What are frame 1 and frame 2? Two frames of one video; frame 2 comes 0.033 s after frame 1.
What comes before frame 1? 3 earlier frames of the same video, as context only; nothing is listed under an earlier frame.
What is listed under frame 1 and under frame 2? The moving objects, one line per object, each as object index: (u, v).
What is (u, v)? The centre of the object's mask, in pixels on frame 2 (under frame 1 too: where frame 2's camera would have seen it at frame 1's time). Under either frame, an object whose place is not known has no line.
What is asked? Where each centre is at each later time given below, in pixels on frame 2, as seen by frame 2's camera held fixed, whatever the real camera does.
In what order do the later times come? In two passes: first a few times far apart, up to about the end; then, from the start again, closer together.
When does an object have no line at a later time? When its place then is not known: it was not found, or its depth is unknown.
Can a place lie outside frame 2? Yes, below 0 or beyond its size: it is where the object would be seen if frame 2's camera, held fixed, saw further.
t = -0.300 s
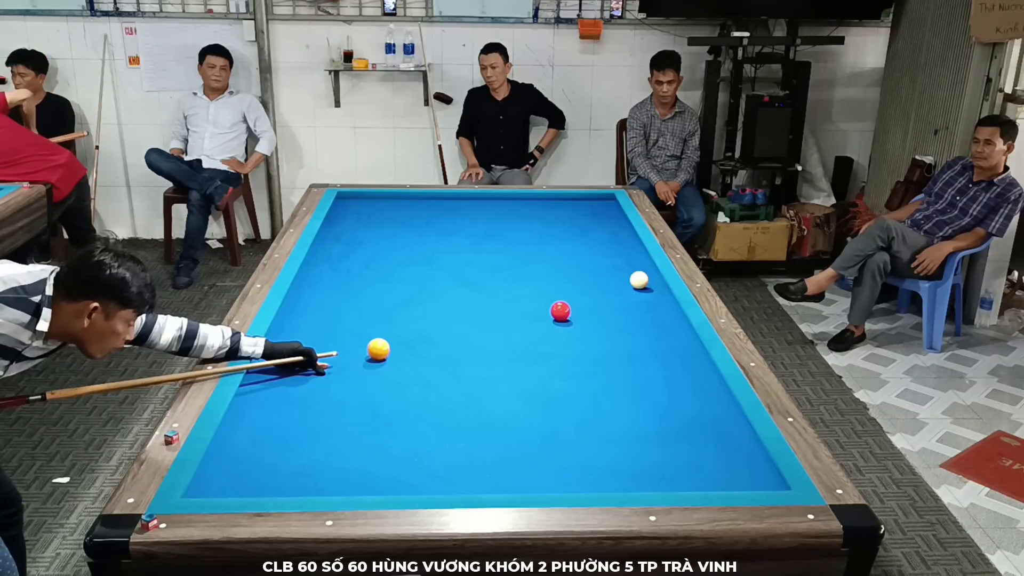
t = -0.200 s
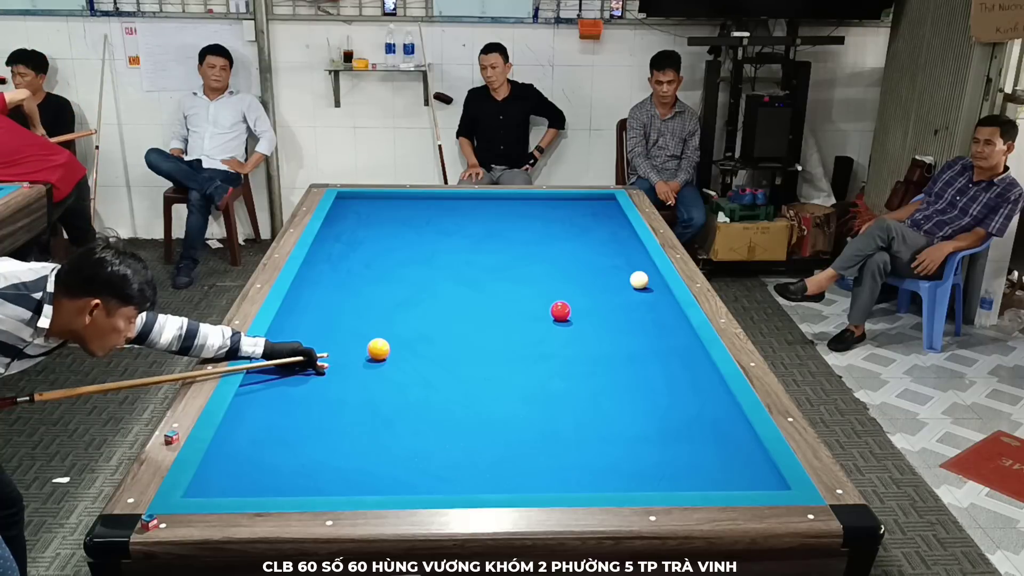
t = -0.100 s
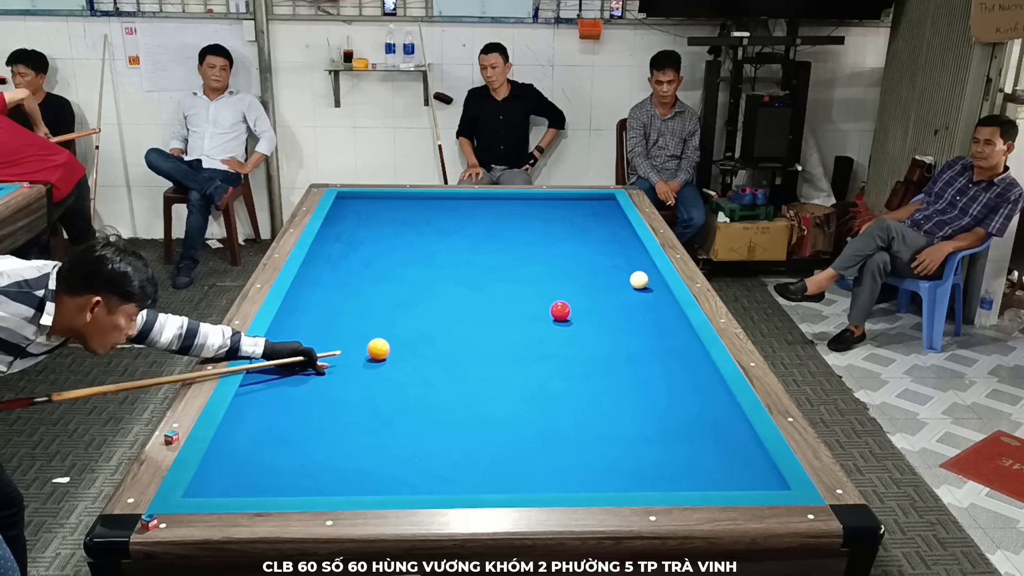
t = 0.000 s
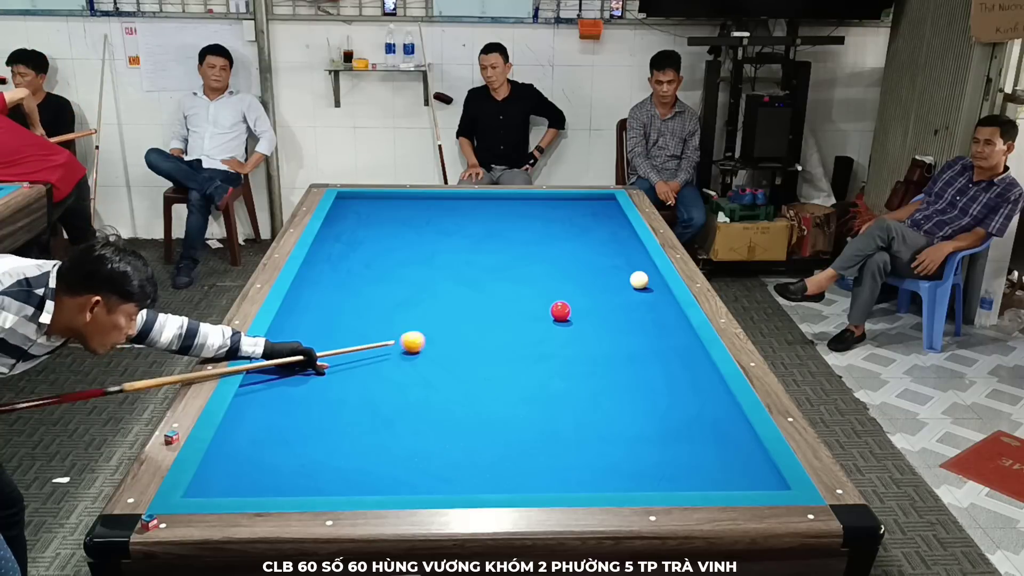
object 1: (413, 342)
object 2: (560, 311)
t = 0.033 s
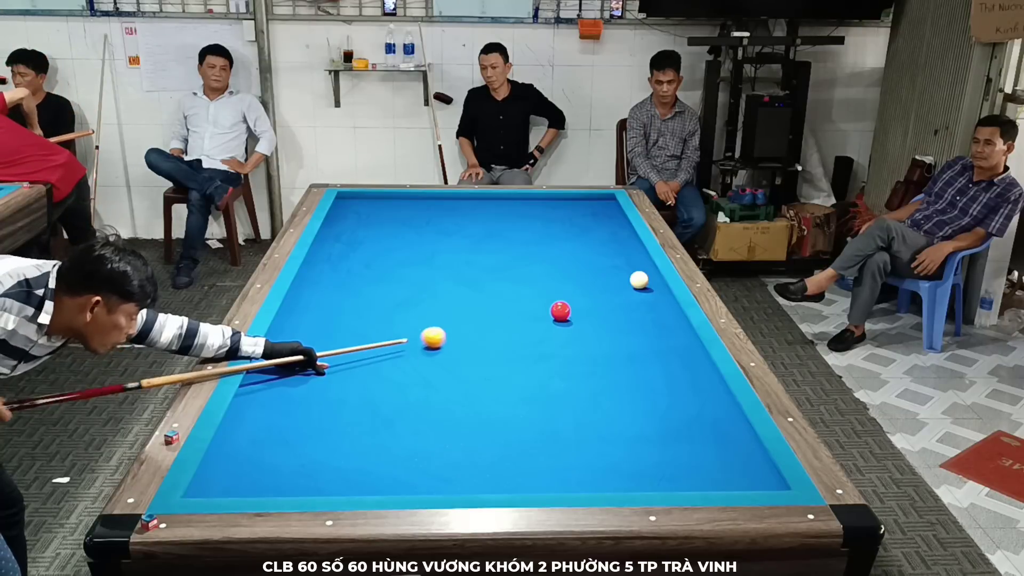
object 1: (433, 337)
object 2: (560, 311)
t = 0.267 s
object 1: (544, 314)
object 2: (570, 310)
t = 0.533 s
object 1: (558, 307)
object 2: (664, 293)
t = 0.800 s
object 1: (586, 298)
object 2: (604, 285)
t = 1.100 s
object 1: (614, 289)
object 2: (552, 277)
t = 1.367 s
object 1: (631, 284)
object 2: (509, 270)
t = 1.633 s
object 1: (637, 283)
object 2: (468, 263)
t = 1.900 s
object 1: (643, 281)
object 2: (430, 257)
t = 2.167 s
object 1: (648, 280)
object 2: (394, 252)
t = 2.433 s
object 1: (653, 279)
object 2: (360, 246)
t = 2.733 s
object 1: (655, 278)
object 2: (323, 241)
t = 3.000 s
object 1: (652, 277)
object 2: (340, 238)
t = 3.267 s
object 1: (651, 277)
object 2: (358, 236)
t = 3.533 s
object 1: (650, 276)
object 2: (374, 234)
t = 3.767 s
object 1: (649, 276)
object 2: (387, 232)
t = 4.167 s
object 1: (649, 276)
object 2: (409, 229)
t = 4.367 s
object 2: (419, 227)
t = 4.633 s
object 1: (649, 276)
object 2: (431, 226)
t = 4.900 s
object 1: (649, 276)
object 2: (442, 225)
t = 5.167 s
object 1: (649, 276)
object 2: (452, 224)
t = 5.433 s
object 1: (649, 276)
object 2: (462, 222)
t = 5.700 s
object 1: (649, 276)
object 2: (471, 221)
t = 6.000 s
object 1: (649, 276)
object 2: (479, 220)
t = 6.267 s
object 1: (649, 276)
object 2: (486, 219)
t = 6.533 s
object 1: (649, 276)
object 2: (492, 218)
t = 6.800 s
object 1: (649, 276)
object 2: (497, 217)
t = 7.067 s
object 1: (649, 276)
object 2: (502, 217)
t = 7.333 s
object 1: (649, 276)
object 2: (506, 216)
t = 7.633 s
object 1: (649, 276)
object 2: (509, 216)
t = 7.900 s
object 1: (649, 276)
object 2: (511, 215)
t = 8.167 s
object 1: (649, 276)
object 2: (513, 215)
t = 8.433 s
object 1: (649, 276)
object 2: (514, 215)
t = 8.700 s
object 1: (649, 276)
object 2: (515, 215)
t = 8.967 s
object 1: (649, 276)
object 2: (515, 215)
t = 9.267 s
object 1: (649, 276)
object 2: (515, 215)
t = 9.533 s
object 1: (649, 276)
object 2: (515, 215)
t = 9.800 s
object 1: (649, 276)
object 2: (515, 215)
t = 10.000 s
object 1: (649, 276)
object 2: (515, 215)
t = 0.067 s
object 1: (453, 333)
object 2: (561, 311)
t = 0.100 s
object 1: (472, 329)
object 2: (560, 311)
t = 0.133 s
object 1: (490, 326)
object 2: (561, 311)
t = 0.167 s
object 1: (506, 322)
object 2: (560, 311)
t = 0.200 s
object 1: (522, 319)
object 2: (561, 311)
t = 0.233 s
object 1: (538, 315)
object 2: (560, 311)
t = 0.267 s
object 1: (544, 314)
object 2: (570, 310)
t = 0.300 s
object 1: (543, 313)
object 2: (584, 307)
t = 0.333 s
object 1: (544, 313)
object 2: (598, 305)
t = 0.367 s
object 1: (545, 312)
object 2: (611, 302)
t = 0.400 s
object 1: (547, 311)
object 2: (623, 300)
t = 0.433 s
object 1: (549, 310)
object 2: (635, 298)
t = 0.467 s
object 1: (552, 309)
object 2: (646, 296)
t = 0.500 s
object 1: (555, 308)
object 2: (656, 294)
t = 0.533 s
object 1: (558, 307)
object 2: (664, 293)
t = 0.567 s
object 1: (562, 306)
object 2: (655, 292)
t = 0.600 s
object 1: (565, 305)
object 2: (646, 291)
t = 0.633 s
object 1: (569, 304)
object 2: (638, 290)
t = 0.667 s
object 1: (572, 303)
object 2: (630, 289)
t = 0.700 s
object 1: (576, 302)
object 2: (623, 288)
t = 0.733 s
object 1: (579, 301)
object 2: (616, 287)
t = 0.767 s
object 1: (582, 300)
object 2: (610, 286)
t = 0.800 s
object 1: (586, 298)
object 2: (604, 285)
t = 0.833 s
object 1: (589, 297)
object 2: (599, 284)
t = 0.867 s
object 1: (592, 296)
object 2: (592, 281)
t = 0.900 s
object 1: (596, 295)
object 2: (586, 281)
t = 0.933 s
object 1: (599, 294)
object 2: (581, 281)
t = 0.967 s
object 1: (602, 293)
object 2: (575, 280)
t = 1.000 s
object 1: (605, 292)
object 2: (569, 279)
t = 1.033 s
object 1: (608, 291)
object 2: (563, 279)
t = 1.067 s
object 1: (611, 290)
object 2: (558, 277)
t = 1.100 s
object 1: (614, 289)
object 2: (552, 277)
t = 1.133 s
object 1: (617, 288)
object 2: (547, 276)
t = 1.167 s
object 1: (620, 288)
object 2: (541, 275)
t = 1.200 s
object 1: (623, 287)
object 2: (536, 274)
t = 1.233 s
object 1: (625, 286)
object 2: (530, 273)
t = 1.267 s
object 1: (628, 285)
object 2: (525, 273)
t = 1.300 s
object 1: (629, 284)
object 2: (520, 271)
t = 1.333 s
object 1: (630, 284)
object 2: (514, 271)
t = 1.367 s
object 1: (631, 284)
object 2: (509, 270)
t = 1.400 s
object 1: (631, 284)
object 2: (504, 269)
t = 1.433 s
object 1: (633, 284)
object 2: (499, 268)
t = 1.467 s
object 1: (633, 284)
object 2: (494, 267)
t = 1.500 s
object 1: (634, 283)
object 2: (489, 266)
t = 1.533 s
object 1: (635, 283)
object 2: (484, 265)
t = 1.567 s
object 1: (636, 283)
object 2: (478, 265)
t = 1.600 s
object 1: (636, 283)
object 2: (473, 264)
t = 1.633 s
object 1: (637, 283)
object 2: (468, 263)
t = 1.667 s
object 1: (638, 283)
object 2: (464, 262)
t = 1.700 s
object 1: (639, 282)
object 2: (459, 262)
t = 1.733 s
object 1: (640, 282)
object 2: (454, 261)
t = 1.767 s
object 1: (640, 282)
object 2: (449, 260)
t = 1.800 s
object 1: (641, 282)
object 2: (444, 259)
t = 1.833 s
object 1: (642, 282)
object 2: (439, 259)
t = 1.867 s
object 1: (643, 281)
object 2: (435, 258)
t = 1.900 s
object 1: (643, 281)
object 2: (430, 257)
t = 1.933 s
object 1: (644, 281)
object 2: (426, 256)
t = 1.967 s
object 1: (644, 281)
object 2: (421, 256)
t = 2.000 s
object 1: (645, 281)
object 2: (417, 255)
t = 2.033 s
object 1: (646, 280)
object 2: (412, 254)
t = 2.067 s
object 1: (646, 280)
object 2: (407, 254)
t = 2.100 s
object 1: (647, 280)
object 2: (403, 253)
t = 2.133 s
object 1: (648, 280)
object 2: (398, 252)
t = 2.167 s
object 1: (648, 280)
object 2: (394, 252)
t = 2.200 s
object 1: (649, 280)
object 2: (390, 251)
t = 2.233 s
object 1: (649, 280)
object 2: (385, 250)
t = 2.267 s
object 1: (650, 280)
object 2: (381, 249)
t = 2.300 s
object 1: (651, 280)
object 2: (377, 249)
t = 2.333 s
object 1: (651, 279)
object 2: (372, 248)
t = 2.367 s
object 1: (652, 279)
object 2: (368, 247)
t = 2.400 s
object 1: (652, 279)
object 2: (364, 247)
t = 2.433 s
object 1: (653, 279)
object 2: (360, 246)
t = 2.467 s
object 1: (653, 279)
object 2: (355, 246)
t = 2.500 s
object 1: (654, 279)
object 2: (351, 245)
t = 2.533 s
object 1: (654, 279)
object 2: (347, 244)
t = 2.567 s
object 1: (655, 279)
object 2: (343, 244)
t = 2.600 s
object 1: (655, 279)
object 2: (339, 243)
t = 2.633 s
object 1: (655, 278)
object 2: (335, 242)
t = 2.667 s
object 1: (655, 278)
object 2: (331, 242)
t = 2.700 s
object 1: (655, 278)
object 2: (327, 241)
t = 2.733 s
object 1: (655, 278)
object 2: (323, 241)
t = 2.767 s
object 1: (654, 278)
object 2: (322, 240)
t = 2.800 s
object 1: (654, 278)
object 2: (325, 240)
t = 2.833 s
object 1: (654, 278)
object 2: (328, 240)
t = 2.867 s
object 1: (653, 278)
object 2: (331, 239)
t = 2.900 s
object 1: (653, 278)
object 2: (333, 239)
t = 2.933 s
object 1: (653, 277)
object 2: (335, 239)
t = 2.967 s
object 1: (653, 277)
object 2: (338, 238)
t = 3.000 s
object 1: (652, 277)
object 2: (340, 238)
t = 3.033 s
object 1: (652, 277)
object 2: (342, 237)
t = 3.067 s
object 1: (652, 277)
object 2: (345, 237)
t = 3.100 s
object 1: (651, 277)
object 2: (347, 237)
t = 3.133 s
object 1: (651, 277)
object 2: (349, 237)
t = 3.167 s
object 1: (651, 277)
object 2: (351, 236)
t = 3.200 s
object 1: (651, 277)
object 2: (354, 236)
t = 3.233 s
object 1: (651, 277)
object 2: (356, 236)
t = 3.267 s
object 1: (651, 277)
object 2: (358, 236)
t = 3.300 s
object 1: (650, 277)
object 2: (360, 236)
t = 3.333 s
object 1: (650, 276)
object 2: (362, 235)
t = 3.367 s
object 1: (650, 276)
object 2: (364, 235)
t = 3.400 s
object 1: (650, 276)
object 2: (366, 235)
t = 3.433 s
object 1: (650, 276)
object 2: (368, 234)
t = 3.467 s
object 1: (650, 276)
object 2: (370, 234)
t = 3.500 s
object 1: (650, 276)
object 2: (372, 234)
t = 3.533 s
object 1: (650, 276)
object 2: (374, 234)
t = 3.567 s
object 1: (649, 276)
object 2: (376, 233)
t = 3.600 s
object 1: (650, 276)
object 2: (378, 233)
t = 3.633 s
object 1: (649, 276)
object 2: (380, 232)
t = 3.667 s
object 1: (649, 276)
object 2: (382, 232)
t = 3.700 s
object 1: (649, 276)
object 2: (384, 232)
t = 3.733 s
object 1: (649, 276)
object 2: (385, 232)
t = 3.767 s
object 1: (649, 276)
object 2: (387, 232)
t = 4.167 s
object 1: (649, 276)
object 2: (409, 229)
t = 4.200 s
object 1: (649, 276)
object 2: (411, 229)
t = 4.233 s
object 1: (649, 276)
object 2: (412, 228)
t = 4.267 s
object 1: (650, 278)
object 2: (414, 228)
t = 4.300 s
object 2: (415, 228)
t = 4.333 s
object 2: (417, 228)
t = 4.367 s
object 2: (419, 227)
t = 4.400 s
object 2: (420, 227)
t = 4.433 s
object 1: (648, 275)
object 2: (422, 227)
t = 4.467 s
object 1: (649, 276)
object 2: (423, 227)
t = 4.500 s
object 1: (649, 276)
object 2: (425, 227)
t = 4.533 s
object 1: (649, 276)
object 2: (426, 226)
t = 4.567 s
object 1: (649, 276)
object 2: (428, 226)
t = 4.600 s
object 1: (649, 276)
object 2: (429, 226)
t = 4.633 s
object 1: (649, 276)
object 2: (431, 226)
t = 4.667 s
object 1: (649, 276)
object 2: (432, 226)
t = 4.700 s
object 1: (649, 276)
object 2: (434, 226)
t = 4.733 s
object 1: (649, 276)
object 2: (435, 226)
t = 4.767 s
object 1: (649, 276)
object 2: (437, 225)
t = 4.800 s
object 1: (649, 276)
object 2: (438, 225)
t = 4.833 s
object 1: (649, 276)
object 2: (439, 225)
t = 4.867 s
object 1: (649, 276)
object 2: (441, 225)
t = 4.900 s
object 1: (649, 276)
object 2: (442, 225)
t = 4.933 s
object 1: (649, 276)
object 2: (443, 224)
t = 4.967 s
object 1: (649, 276)
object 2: (445, 224)
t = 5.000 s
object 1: (649, 276)
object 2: (446, 224)
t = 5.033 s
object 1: (649, 276)
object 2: (447, 224)
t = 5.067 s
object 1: (649, 276)
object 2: (449, 224)
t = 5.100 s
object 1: (649, 276)
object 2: (450, 224)
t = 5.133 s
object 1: (649, 276)
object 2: (451, 224)
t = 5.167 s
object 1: (649, 276)
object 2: (452, 224)
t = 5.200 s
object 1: (649, 276)
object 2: (454, 223)
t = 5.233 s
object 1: (649, 276)
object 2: (455, 223)
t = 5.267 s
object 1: (649, 276)
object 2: (456, 223)
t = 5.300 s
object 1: (649, 276)
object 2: (458, 223)
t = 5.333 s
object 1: (649, 276)
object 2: (459, 222)
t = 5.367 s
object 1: (649, 276)
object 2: (460, 222)
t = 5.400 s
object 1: (649, 276)
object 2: (461, 222)
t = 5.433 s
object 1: (649, 276)
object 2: (462, 222)
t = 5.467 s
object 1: (649, 276)
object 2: (463, 222)
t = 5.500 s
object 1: (649, 276)
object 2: (464, 222)
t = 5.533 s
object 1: (649, 276)
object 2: (465, 222)
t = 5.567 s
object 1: (649, 276)
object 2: (466, 221)
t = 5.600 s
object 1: (649, 276)
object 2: (467, 221)
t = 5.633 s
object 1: (649, 276)
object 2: (468, 221)
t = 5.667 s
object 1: (649, 276)
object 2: (469, 221)
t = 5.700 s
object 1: (649, 276)
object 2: (471, 221)
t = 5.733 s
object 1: (649, 276)
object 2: (471, 221)
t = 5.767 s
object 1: (649, 276)
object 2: (472, 221)
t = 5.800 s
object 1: (649, 276)
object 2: (474, 220)
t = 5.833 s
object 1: (649, 276)
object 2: (474, 220)
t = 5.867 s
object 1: (649, 276)
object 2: (475, 220)
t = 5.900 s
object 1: (649, 276)
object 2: (476, 220)
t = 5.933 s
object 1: (649, 276)
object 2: (477, 220)
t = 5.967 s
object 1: (649, 276)
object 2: (478, 220)
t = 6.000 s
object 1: (649, 276)
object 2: (479, 220)
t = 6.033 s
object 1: (649, 276)
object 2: (480, 219)
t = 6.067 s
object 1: (649, 276)
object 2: (481, 220)
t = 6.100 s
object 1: (649, 276)
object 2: (482, 219)
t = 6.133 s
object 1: (649, 276)
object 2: (483, 219)
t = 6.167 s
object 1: (649, 276)
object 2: (483, 219)
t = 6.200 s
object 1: (649, 276)
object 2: (485, 219)
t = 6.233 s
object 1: (649, 276)
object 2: (485, 219)
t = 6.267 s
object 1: (649, 276)
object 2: (486, 219)
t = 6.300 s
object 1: (649, 276)
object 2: (487, 219)
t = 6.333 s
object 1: (649, 276)
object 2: (488, 219)
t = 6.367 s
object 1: (649, 276)
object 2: (488, 219)
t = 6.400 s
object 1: (649, 276)
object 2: (489, 218)
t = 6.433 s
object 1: (649, 276)
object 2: (490, 218)
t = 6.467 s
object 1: (649, 276)
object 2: (491, 218)
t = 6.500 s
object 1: (649, 276)
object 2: (491, 218)
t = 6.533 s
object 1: (649, 276)
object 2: (492, 218)
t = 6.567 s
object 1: (649, 276)
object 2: (493, 218)
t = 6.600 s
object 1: (649, 276)
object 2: (493, 218)
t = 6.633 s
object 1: (649, 276)
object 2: (494, 218)
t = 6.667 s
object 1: (649, 276)
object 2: (495, 218)
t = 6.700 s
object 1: (649, 276)
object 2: (495, 218)
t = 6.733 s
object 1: (649, 276)
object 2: (496, 218)
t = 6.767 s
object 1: (649, 276)
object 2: (497, 217)
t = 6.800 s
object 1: (649, 276)
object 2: (497, 217)
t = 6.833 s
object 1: (649, 276)
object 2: (498, 217)
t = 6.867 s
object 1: (649, 276)
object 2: (498, 217)
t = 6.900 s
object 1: (649, 276)
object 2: (499, 217)
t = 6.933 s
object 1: (649, 276)
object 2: (500, 217)
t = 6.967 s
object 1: (649, 276)
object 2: (500, 217)
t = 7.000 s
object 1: (649, 276)
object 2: (501, 217)
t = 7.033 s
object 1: (649, 276)
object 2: (501, 217)
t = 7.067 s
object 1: (649, 276)
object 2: (502, 217)
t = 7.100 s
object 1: (649, 276)
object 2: (502, 217)
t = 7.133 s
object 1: (649, 276)
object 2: (503, 217)
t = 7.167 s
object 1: (649, 276)
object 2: (503, 216)
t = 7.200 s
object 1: (649, 276)
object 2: (504, 216)
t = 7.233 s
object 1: (649, 276)
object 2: (504, 216)
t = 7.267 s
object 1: (649, 276)
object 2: (505, 216)
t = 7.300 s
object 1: (649, 276)
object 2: (505, 216)
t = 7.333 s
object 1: (649, 276)
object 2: (506, 216)
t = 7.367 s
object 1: (649, 276)
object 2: (506, 216)
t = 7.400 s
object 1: (649, 276)
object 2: (506, 216)
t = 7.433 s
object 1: (649, 276)
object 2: (507, 216)
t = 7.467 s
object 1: (649, 276)
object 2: (507, 216)
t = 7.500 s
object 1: (649, 276)
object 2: (508, 216)
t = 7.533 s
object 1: (649, 276)
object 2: (508, 216)
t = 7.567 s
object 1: (649, 276)
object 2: (508, 216)
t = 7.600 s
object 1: (649, 276)
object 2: (509, 216)
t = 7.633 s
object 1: (649, 276)
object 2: (509, 216)
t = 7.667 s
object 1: (649, 276)
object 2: (510, 216)
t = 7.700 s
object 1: (649, 276)
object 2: (510, 216)
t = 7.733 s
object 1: (649, 276)
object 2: (510, 215)
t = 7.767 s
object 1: (649, 276)
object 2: (510, 216)
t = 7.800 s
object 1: (649, 276)
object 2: (511, 216)
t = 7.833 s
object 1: (649, 276)
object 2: (511, 215)
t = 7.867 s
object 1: (649, 276)
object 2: (511, 215)
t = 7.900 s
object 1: (649, 276)
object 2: (511, 215)
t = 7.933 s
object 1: (649, 276)
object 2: (512, 215)
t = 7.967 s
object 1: (649, 276)
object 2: (512, 215)
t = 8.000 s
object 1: (649, 276)
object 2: (512, 215)
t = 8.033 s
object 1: (649, 276)
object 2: (513, 215)
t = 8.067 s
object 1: (649, 276)
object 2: (513, 215)
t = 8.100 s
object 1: (649, 276)
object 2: (513, 215)
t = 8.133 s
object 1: (649, 276)
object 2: (513, 215)
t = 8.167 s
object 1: (649, 276)
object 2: (513, 215)
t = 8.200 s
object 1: (649, 276)
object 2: (514, 215)
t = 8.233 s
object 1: (649, 276)
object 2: (514, 215)
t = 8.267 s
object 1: (649, 276)
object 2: (514, 215)
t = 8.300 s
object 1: (649, 276)
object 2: (514, 215)
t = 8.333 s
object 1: (649, 276)
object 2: (514, 215)
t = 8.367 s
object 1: (649, 276)
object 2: (514, 215)
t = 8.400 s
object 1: (649, 276)
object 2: (514, 215)
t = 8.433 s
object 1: (649, 276)
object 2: (514, 215)
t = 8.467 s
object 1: (649, 276)
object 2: (514, 215)
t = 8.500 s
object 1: (649, 276)
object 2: (515, 215)
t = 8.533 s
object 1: (649, 276)
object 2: (515, 215)
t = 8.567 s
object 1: (649, 276)
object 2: (515, 215)
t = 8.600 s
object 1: (649, 276)
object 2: (515, 215)
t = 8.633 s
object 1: (649, 276)
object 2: (515, 215)
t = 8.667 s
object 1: (649, 276)
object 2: (515, 215)
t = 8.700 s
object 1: (649, 276)
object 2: (515, 215)
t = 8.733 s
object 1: (649, 276)
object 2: (515, 215)
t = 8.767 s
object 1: (649, 276)
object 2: (515, 215)
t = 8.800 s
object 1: (649, 276)
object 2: (515, 215)
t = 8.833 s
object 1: (649, 276)
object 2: (515, 215)
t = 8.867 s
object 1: (649, 276)
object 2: (515, 215)
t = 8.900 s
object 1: (649, 276)
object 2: (515, 215)
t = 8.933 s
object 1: (649, 276)
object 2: (515, 215)
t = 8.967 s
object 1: (649, 276)
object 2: (515, 215)
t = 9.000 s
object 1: (649, 276)
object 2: (515, 215)
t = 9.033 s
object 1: (649, 276)
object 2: (515, 215)
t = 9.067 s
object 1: (649, 276)
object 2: (515, 215)
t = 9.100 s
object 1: (649, 276)
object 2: (515, 215)
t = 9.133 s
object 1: (649, 276)
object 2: (515, 215)
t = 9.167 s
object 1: (649, 276)
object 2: (515, 215)
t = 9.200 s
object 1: (649, 276)
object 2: (515, 215)
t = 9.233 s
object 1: (649, 276)
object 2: (515, 215)
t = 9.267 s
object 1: (649, 276)
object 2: (515, 215)
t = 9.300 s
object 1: (649, 276)
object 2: (515, 215)
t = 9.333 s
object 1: (649, 276)
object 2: (515, 215)
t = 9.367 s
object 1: (649, 276)
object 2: (515, 215)
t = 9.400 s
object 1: (649, 276)
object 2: (515, 215)
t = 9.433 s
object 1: (649, 276)
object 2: (515, 215)
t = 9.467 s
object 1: (649, 276)
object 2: (515, 215)
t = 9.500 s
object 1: (649, 276)
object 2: (515, 215)
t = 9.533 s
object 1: (649, 276)
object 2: (515, 215)
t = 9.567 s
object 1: (649, 276)
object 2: (515, 215)
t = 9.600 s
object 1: (649, 276)
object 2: (515, 215)
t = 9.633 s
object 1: (649, 276)
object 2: (515, 215)
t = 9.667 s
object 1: (649, 276)
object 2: (515, 215)
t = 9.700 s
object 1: (649, 276)
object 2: (515, 215)
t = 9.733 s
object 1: (649, 276)
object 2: (515, 215)
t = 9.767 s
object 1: (649, 276)
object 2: (515, 215)
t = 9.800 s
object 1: (649, 276)
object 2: (515, 215)
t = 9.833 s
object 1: (649, 276)
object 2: (515, 215)
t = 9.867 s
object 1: (649, 276)
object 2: (515, 215)
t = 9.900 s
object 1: (649, 276)
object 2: (515, 215)
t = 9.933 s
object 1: (649, 276)
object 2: (515, 215)
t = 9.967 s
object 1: (649, 276)
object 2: (515, 215)
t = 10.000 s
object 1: (649, 276)
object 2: (515, 215)
